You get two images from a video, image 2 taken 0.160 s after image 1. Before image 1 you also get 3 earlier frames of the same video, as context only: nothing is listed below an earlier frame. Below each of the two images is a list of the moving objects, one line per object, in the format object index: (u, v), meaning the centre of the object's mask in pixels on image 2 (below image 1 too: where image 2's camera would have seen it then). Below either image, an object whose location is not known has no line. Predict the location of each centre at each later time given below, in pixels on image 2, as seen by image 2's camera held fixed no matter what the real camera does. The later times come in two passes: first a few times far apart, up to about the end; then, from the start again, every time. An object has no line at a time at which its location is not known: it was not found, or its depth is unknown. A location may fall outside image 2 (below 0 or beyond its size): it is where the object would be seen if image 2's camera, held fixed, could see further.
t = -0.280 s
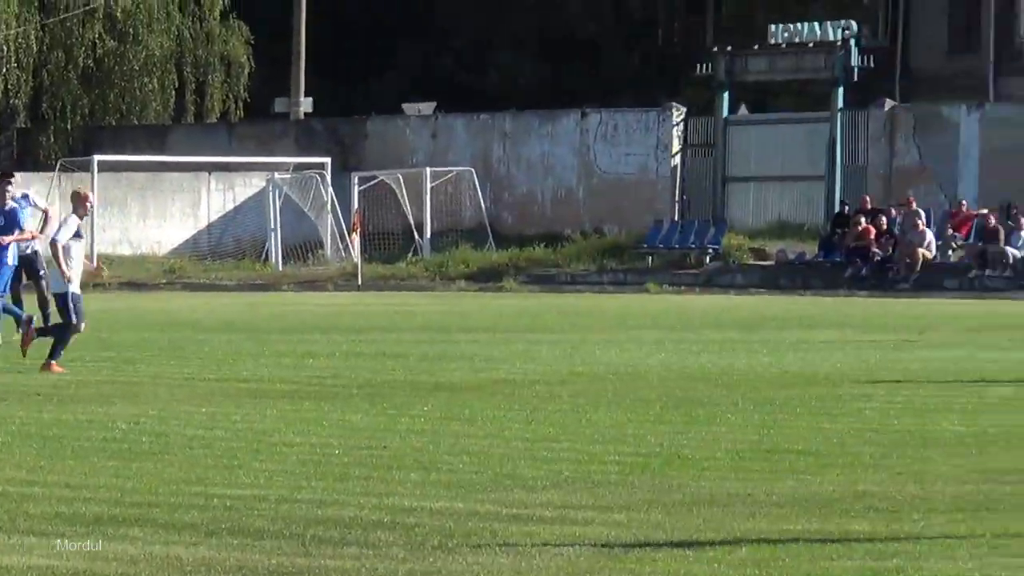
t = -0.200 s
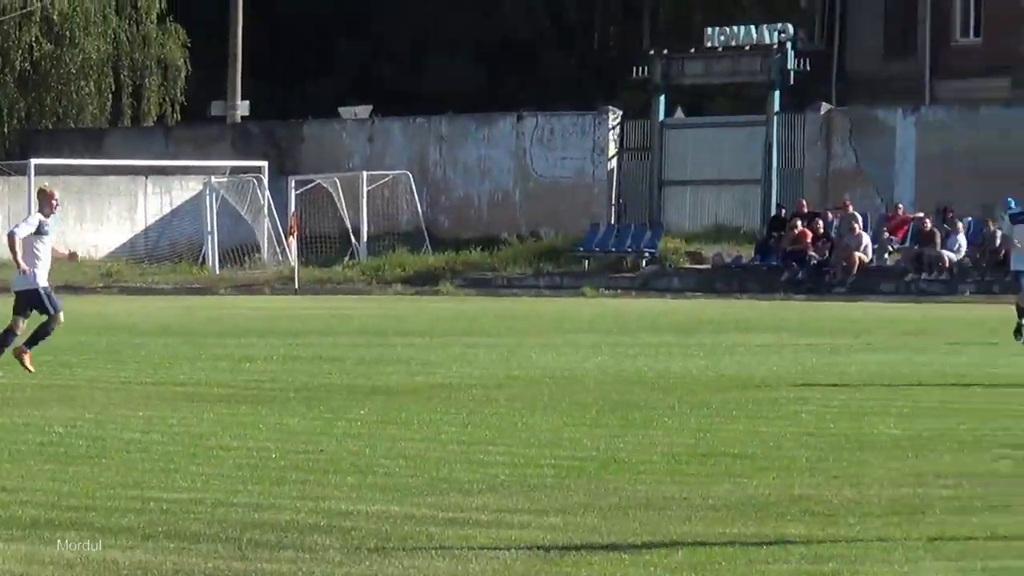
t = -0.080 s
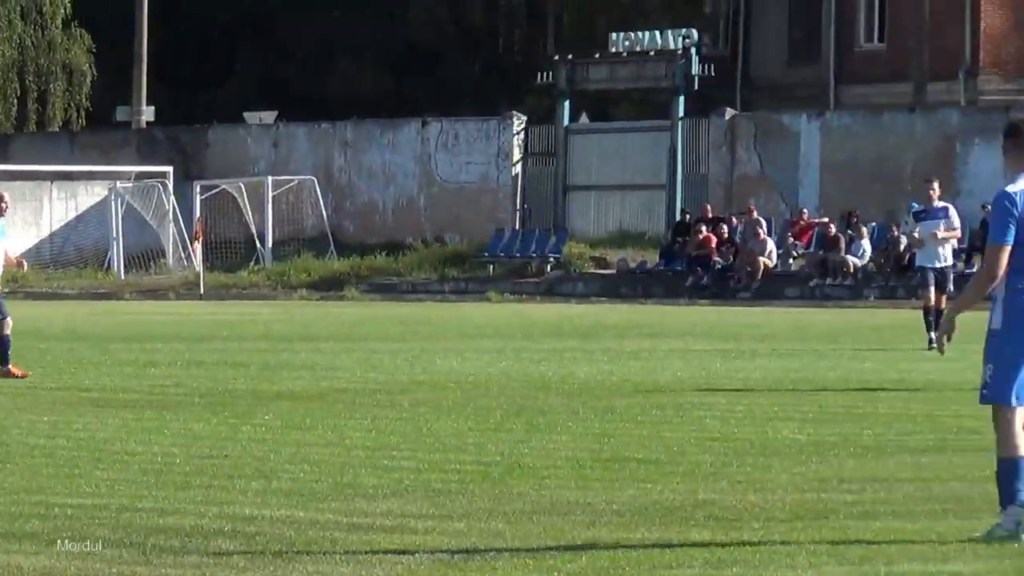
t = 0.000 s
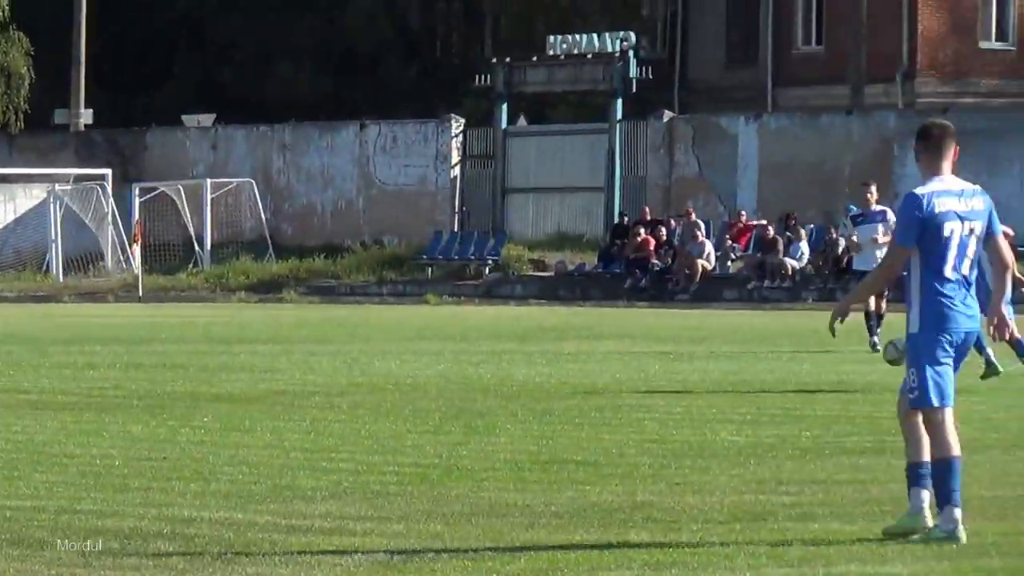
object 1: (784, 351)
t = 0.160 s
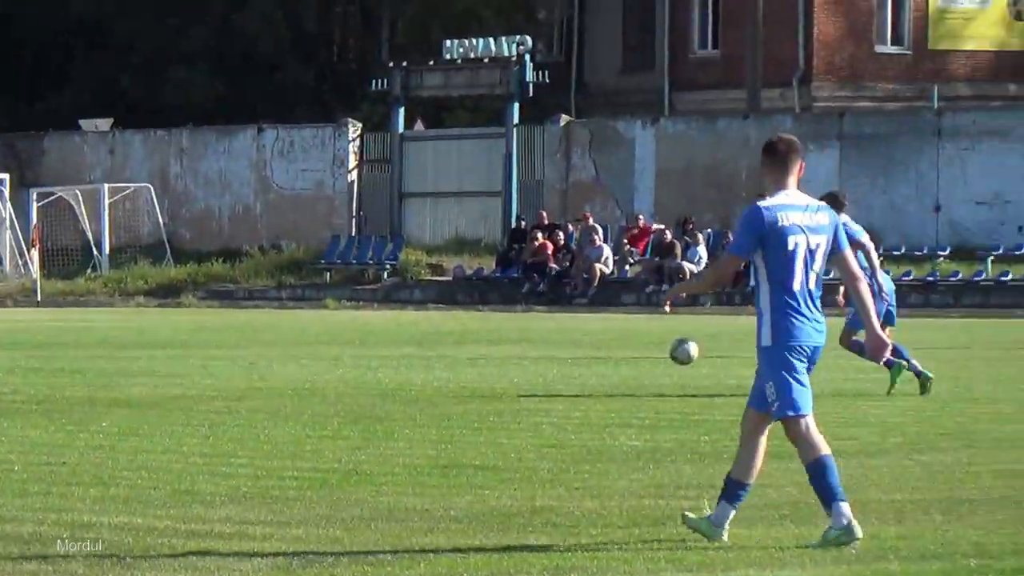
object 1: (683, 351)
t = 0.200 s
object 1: (656, 356)
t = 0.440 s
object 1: (522, 366)
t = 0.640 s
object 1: (450, 364)
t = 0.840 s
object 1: (383, 372)
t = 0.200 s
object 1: (656, 356)
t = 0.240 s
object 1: (628, 363)
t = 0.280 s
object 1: (600, 371)
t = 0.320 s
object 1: (573, 380)
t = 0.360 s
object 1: (551, 382)
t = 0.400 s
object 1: (536, 373)
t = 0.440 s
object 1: (522, 366)
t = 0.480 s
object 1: (507, 362)
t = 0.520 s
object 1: (493, 360)
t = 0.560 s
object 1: (478, 359)
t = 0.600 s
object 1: (464, 361)
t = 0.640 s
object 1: (450, 364)
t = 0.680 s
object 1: (436, 369)
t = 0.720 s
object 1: (423, 377)
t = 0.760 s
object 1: (409, 379)
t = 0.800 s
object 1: (396, 374)
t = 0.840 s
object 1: (383, 372)
